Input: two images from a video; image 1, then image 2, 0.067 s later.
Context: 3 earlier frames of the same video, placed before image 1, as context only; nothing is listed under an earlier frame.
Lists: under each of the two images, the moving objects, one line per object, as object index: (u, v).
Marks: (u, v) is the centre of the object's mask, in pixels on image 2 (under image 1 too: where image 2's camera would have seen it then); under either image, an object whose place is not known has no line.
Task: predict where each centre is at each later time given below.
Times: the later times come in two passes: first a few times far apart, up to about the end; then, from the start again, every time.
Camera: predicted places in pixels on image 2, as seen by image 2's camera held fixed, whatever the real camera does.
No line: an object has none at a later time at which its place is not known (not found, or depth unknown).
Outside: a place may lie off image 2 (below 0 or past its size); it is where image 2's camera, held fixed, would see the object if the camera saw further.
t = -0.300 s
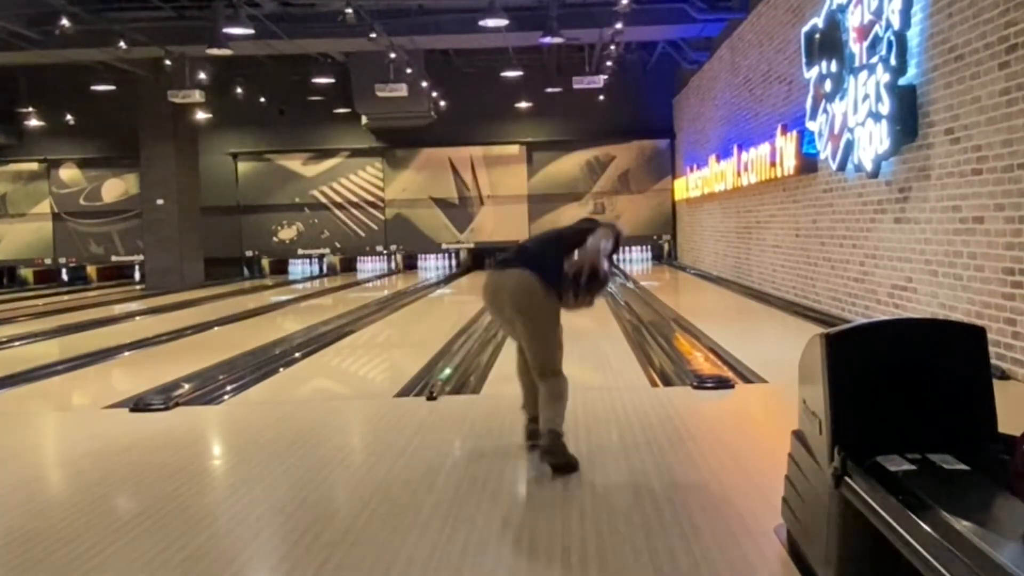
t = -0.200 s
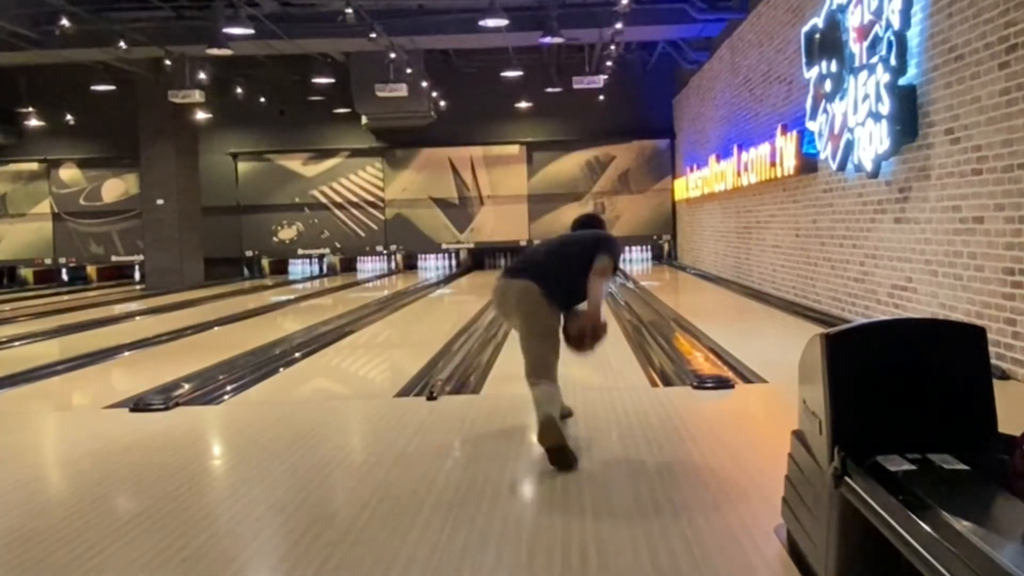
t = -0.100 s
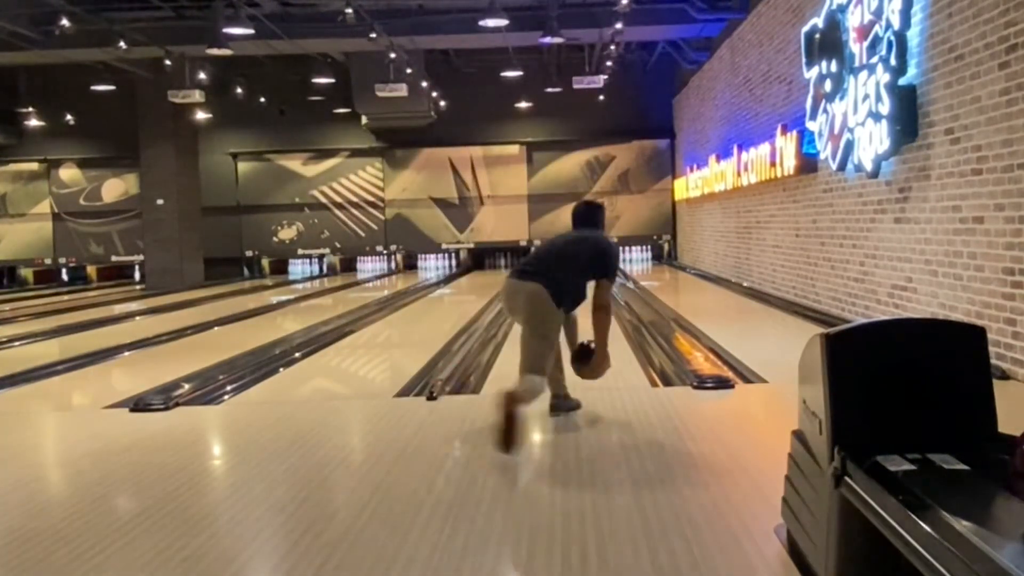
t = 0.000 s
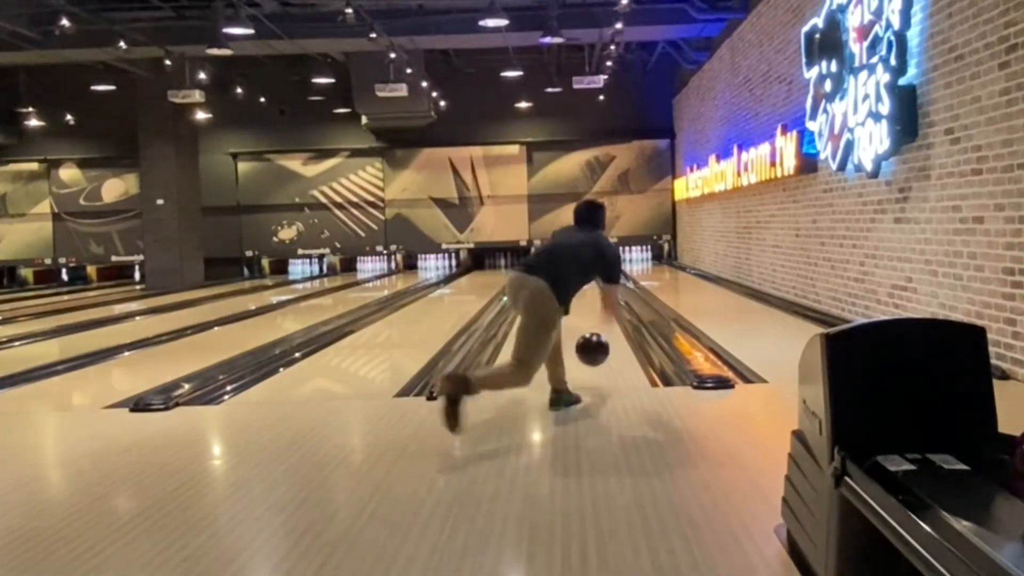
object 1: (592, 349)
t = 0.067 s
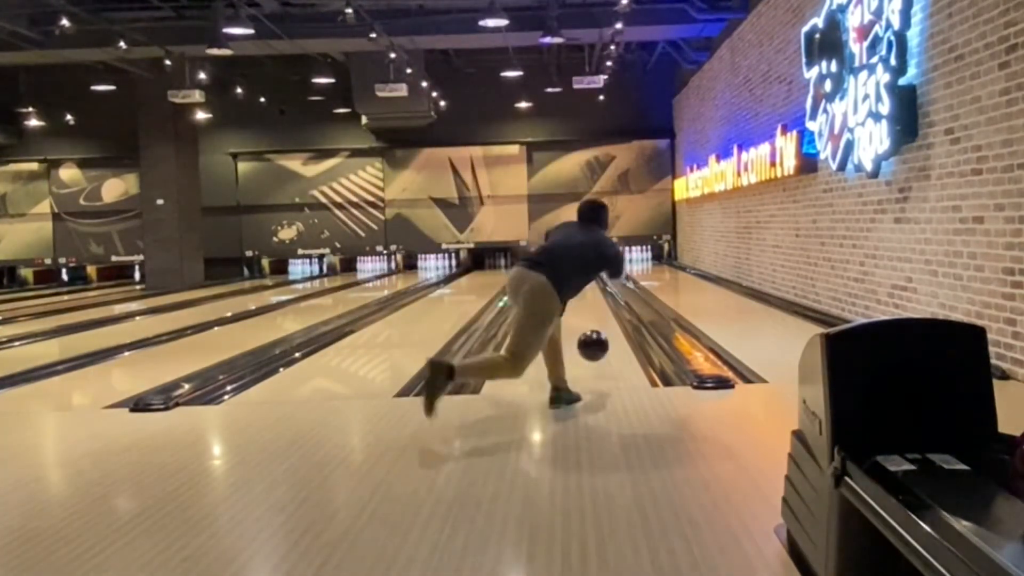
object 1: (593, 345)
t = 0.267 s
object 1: (593, 333)
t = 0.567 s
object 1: (593, 307)
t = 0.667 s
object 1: (592, 302)
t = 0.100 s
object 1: (593, 346)
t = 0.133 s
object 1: (593, 348)
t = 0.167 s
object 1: (593, 344)
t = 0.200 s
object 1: (594, 340)
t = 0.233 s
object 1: (594, 336)
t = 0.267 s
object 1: (593, 333)
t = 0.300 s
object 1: (593, 329)
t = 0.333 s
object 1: (593, 326)
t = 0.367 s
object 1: (593, 323)
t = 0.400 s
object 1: (593, 320)
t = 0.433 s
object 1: (593, 317)
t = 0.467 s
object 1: (593, 314)
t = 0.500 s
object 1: (593, 312)
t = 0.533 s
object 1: (593, 310)
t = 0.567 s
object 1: (593, 307)
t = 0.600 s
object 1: (593, 306)
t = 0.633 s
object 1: (593, 304)
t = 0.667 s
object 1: (592, 302)
